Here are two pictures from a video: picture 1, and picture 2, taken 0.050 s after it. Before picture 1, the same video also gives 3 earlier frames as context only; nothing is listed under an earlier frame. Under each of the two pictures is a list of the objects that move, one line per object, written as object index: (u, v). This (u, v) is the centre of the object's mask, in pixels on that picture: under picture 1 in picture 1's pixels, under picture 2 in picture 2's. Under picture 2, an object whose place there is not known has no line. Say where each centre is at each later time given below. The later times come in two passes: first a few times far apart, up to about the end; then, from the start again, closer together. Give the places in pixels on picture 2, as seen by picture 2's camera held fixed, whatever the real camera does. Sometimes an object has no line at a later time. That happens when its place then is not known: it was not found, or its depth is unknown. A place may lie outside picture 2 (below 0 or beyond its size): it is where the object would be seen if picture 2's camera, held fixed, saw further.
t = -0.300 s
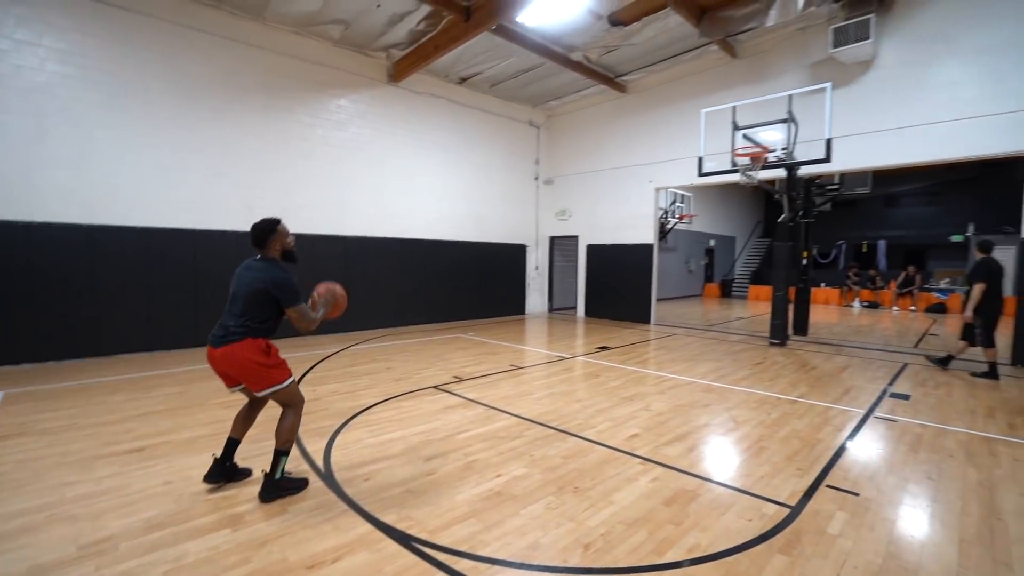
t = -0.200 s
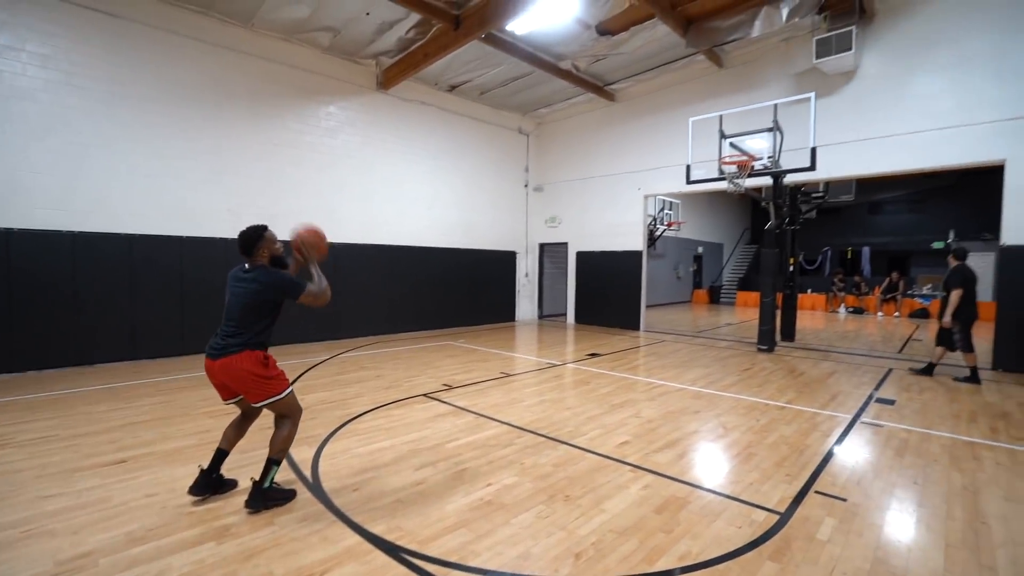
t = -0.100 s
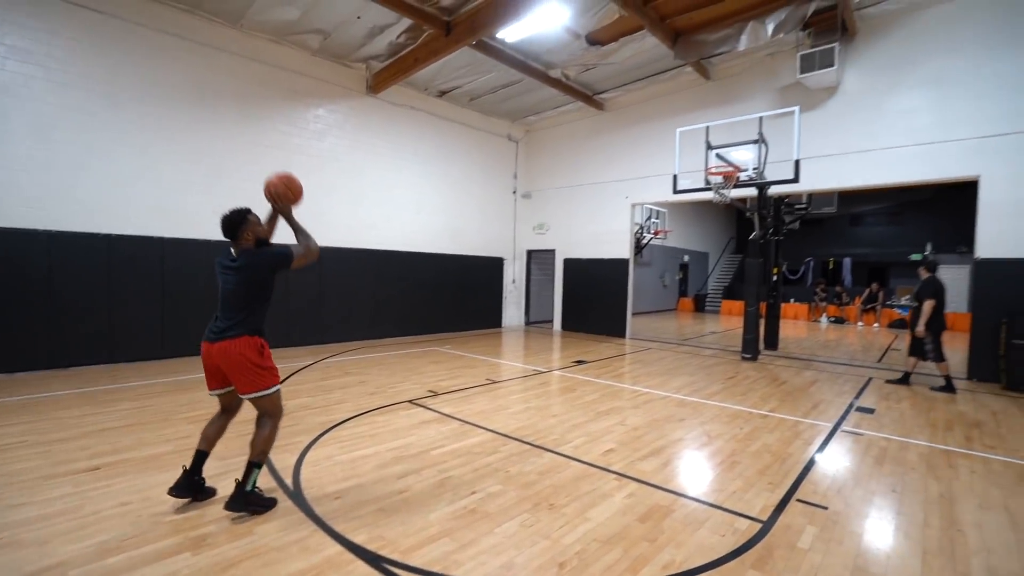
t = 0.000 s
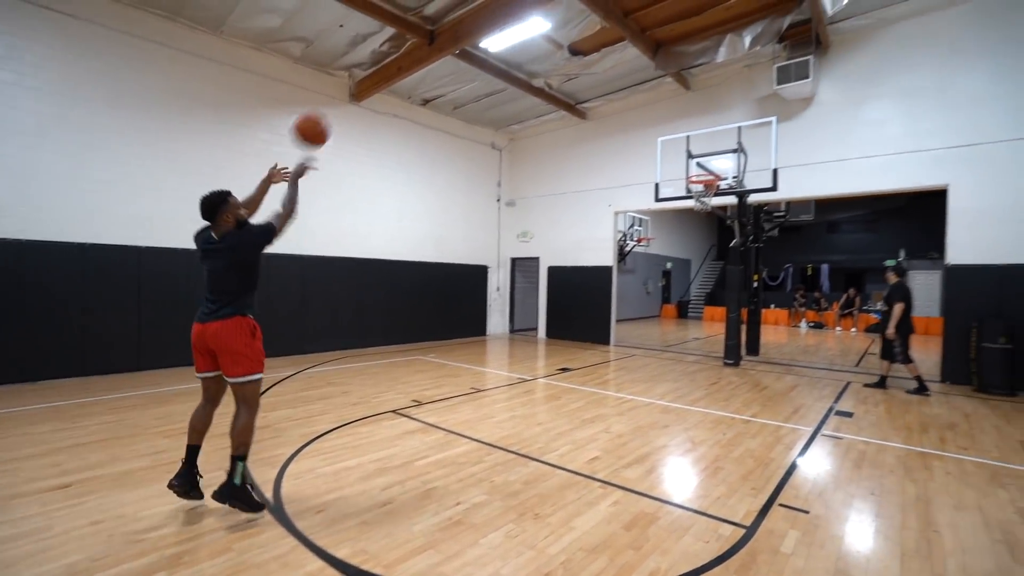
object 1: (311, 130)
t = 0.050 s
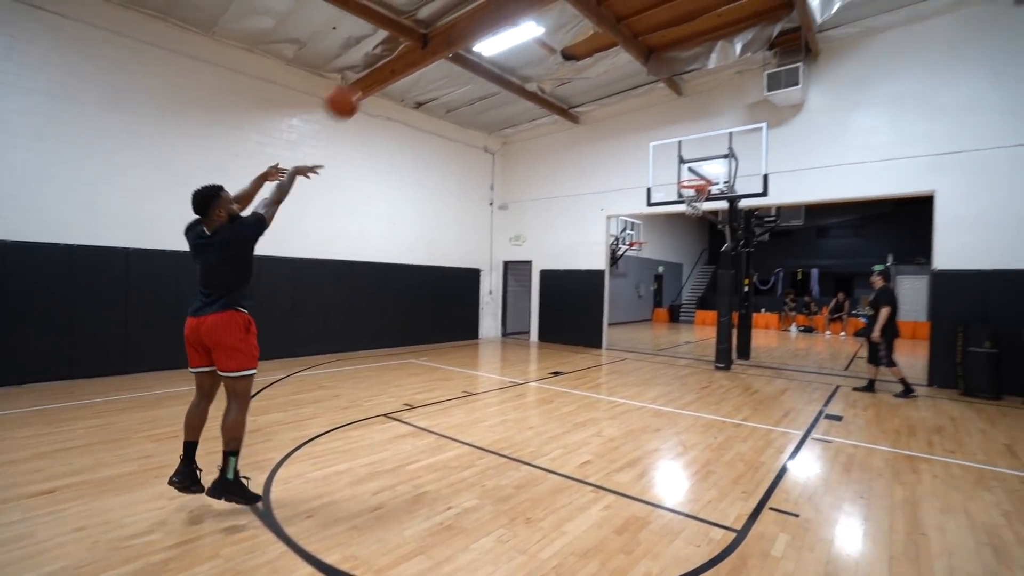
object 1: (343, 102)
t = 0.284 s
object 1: (478, 30)
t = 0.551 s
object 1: (573, 31)
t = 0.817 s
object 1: (639, 85)
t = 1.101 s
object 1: (687, 173)
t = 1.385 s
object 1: (700, 149)
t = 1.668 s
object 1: (712, 176)
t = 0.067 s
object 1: (354, 94)
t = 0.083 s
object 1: (362, 86)
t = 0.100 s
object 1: (376, 77)
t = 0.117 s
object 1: (387, 70)
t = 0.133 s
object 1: (396, 64)
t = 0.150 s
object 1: (407, 57)
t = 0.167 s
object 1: (417, 51)
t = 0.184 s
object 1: (426, 48)
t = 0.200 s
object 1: (435, 43)
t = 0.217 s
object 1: (442, 41)
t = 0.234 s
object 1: (450, 39)
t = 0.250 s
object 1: (458, 36)
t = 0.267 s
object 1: (467, 33)
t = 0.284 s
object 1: (478, 30)
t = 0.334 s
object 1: (497, 24)
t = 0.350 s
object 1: (503, 23)
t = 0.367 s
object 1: (511, 23)
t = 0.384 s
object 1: (517, 21)
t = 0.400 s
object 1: (524, 19)
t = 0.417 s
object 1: (531, 21)
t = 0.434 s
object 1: (537, 22)
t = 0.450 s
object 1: (543, 23)
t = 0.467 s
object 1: (548, 23)
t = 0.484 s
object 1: (553, 25)
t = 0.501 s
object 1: (559, 26)
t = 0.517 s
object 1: (563, 27)
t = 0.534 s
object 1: (569, 29)
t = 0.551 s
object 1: (573, 31)
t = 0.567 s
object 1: (578, 32)
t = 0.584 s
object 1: (583, 35)
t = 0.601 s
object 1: (587, 37)
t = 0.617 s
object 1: (592, 41)
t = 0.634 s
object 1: (595, 43)
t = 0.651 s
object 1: (600, 45)
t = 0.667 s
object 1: (605, 50)
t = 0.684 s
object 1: (610, 52)
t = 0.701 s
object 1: (614, 57)
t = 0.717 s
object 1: (617, 61)
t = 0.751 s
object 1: (625, 68)
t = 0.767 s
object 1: (628, 72)
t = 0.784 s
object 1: (633, 76)
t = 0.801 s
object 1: (636, 80)
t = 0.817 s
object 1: (639, 85)
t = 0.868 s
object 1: (649, 98)
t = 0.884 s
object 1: (652, 103)
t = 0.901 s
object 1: (655, 108)
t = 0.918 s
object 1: (658, 114)
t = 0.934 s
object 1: (661, 119)
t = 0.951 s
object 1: (664, 124)
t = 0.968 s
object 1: (667, 129)
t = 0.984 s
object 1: (670, 135)
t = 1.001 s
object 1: (673, 140)
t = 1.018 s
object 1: (676, 147)
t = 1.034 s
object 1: (678, 152)
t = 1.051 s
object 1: (681, 158)
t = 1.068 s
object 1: (683, 163)
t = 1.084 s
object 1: (686, 169)
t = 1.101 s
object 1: (687, 173)
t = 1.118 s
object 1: (688, 171)
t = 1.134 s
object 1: (688, 168)
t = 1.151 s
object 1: (690, 166)
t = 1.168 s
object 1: (691, 163)
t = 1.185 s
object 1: (691, 161)
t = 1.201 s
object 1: (692, 159)
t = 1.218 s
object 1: (693, 157)
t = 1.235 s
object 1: (693, 156)
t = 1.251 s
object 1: (694, 154)
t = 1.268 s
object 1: (694, 153)
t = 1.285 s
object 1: (695, 152)
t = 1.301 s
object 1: (696, 151)
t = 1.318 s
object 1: (697, 150)
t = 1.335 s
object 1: (698, 150)
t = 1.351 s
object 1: (698, 149)
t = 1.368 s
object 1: (699, 149)
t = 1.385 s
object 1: (700, 149)
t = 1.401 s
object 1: (700, 149)
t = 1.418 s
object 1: (701, 150)
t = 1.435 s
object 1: (702, 150)
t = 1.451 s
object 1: (702, 151)
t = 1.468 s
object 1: (703, 151)
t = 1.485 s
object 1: (704, 152)
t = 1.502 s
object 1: (704, 154)
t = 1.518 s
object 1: (705, 155)
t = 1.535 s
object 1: (705, 157)
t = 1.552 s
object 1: (706, 159)
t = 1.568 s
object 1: (707, 161)
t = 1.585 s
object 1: (708, 163)
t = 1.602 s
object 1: (709, 165)
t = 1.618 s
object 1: (710, 168)
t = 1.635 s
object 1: (710, 170)
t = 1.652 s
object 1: (711, 173)
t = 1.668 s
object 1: (712, 176)
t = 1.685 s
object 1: (713, 176)
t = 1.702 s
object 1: (714, 174)
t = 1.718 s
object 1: (714, 173)
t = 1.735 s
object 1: (715, 170)
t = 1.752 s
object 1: (715, 169)
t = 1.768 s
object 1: (716, 167)
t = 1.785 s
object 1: (716, 166)
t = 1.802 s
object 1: (716, 165)
